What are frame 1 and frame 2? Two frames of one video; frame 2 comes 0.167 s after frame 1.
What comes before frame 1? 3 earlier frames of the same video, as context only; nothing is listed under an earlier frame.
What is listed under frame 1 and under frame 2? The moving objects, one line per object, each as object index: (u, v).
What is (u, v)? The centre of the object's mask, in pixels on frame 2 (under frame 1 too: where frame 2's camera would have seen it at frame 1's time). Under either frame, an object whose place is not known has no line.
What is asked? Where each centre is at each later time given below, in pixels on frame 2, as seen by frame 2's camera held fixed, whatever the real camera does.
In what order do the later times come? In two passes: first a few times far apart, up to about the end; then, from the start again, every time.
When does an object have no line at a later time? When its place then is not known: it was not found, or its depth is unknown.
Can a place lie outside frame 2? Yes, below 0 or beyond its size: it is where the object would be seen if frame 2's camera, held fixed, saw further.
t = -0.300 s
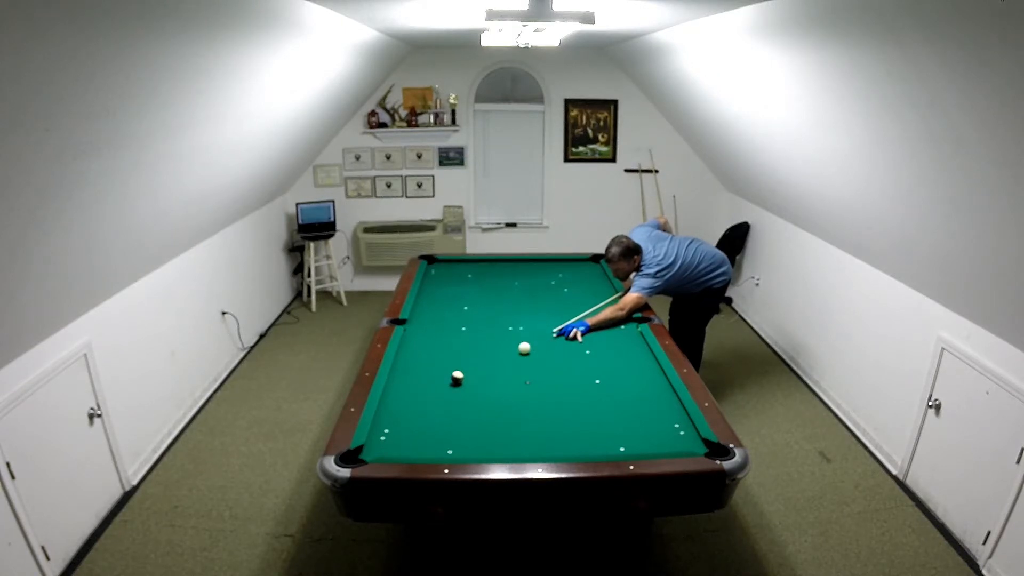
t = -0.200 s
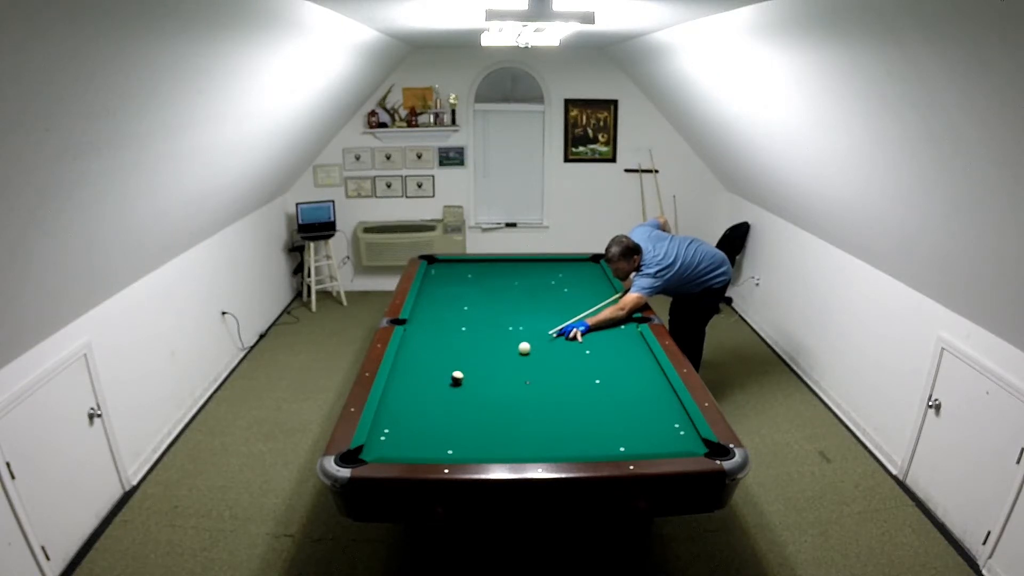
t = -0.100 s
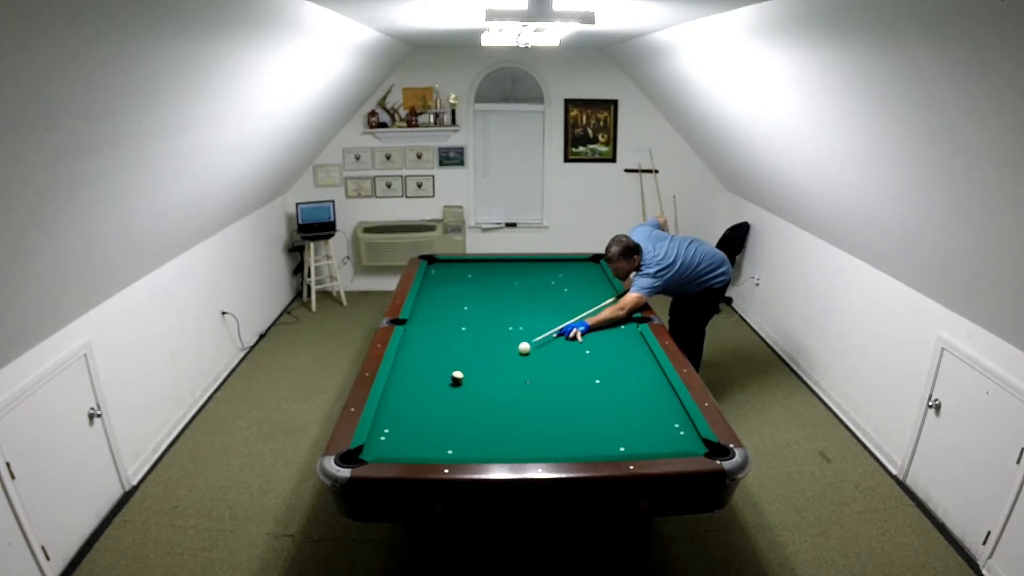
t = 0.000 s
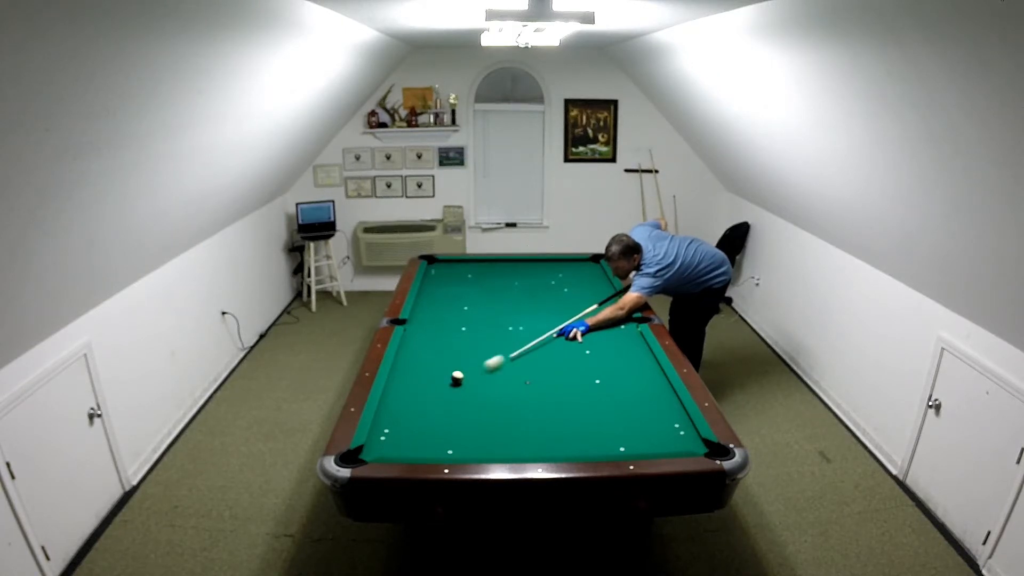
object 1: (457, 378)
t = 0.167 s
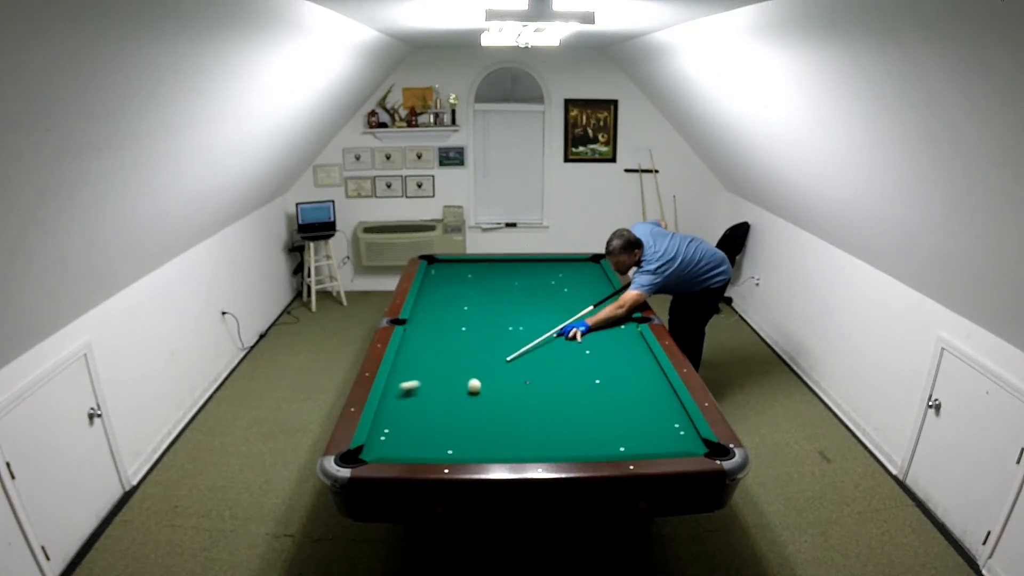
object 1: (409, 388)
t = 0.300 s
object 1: (409, 398)
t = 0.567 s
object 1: (471, 411)
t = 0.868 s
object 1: (547, 426)
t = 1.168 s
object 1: (625, 439)
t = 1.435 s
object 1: (693, 446)
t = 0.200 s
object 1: (394, 391)
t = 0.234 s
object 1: (391, 394)
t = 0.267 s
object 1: (400, 395)
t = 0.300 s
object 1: (409, 398)
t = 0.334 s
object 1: (416, 400)
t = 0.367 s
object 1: (423, 401)
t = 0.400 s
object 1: (431, 402)
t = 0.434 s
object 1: (439, 404)
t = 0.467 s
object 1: (447, 406)
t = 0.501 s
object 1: (455, 408)
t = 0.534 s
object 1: (463, 409)
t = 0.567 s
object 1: (471, 411)
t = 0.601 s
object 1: (479, 413)
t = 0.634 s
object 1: (488, 415)
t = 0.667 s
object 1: (496, 416)
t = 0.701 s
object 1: (504, 417)
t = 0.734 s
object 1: (513, 420)
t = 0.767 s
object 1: (521, 422)
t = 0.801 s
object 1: (530, 423)
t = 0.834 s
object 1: (538, 424)
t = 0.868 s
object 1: (547, 426)
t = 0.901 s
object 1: (555, 428)
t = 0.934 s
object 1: (564, 429)
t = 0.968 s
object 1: (572, 430)
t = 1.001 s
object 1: (581, 432)
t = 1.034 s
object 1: (590, 434)
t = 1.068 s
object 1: (600, 436)
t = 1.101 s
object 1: (607, 437)
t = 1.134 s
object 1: (616, 438)
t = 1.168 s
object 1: (625, 439)
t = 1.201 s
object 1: (634, 442)
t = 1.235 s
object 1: (643, 443)
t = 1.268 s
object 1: (651, 443)
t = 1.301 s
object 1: (659, 443)
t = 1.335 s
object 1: (668, 444)
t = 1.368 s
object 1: (677, 445)
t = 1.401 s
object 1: (685, 446)
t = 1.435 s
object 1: (693, 446)
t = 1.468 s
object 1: (702, 446)
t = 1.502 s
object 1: (711, 448)
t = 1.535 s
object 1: (715, 452)
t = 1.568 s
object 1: (716, 456)
